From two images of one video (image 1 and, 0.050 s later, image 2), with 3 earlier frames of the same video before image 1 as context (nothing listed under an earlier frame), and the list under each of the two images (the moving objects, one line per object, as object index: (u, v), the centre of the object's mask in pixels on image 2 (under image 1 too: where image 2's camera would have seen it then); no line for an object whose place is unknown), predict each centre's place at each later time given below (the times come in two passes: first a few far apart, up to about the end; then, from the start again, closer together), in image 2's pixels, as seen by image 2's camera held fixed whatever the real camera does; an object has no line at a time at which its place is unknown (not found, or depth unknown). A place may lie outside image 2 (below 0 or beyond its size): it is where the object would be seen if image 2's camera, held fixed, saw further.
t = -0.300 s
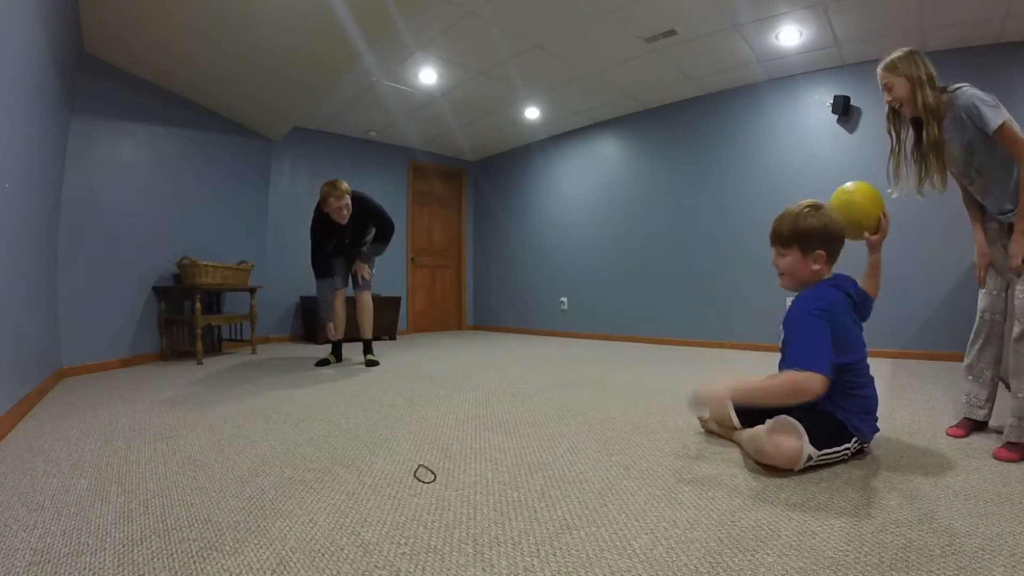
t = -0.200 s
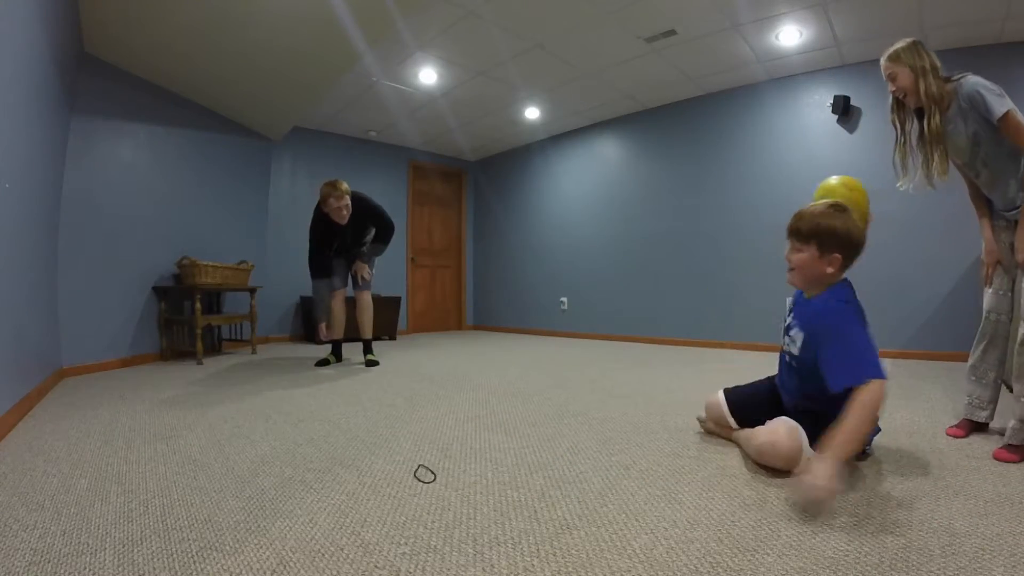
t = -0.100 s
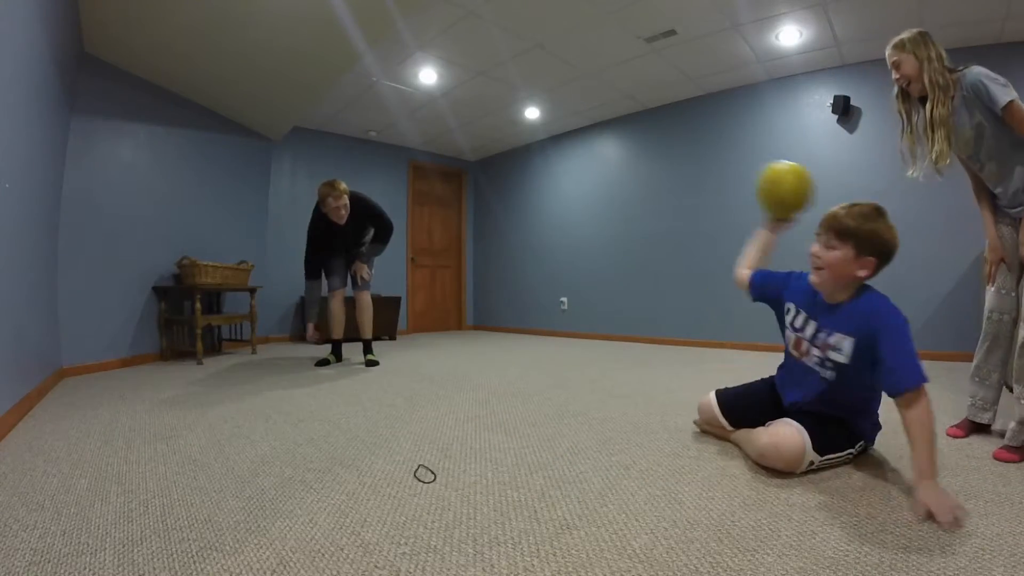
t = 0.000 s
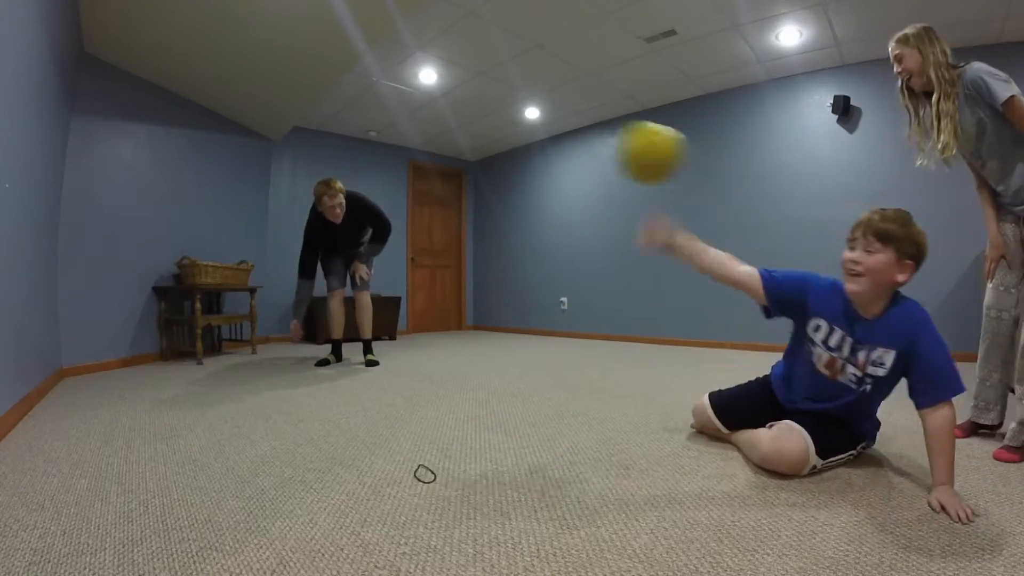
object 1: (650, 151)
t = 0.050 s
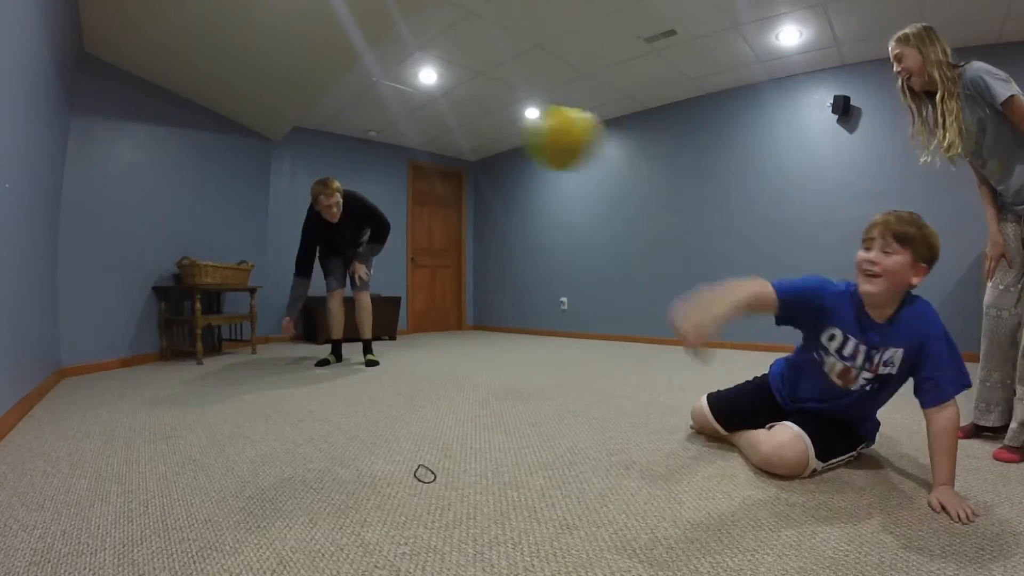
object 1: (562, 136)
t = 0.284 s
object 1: (134, 216)
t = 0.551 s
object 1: (130, 377)
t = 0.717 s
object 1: (225, 306)
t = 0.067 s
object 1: (530, 134)
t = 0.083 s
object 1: (499, 134)
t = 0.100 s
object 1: (468, 133)
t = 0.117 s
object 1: (436, 135)
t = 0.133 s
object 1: (402, 137)
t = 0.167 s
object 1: (339, 145)
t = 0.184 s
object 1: (307, 152)
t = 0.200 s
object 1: (275, 160)
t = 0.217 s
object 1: (246, 168)
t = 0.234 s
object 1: (215, 179)
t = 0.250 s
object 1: (188, 190)
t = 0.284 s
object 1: (134, 216)
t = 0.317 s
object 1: (87, 243)
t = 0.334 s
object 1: (66, 258)
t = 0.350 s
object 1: (46, 273)
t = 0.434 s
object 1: (30, 347)
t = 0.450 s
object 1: (46, 358)
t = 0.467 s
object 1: (63, 371)
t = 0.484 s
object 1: (80, 385)
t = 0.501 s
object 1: (96, 399)
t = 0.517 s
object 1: (110, 401)
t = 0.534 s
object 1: (120, 389)
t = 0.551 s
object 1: (130, 377)
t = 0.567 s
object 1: (140, 366)
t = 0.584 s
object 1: (151, 355)
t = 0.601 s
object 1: (160, 346)
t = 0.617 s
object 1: (170, 338)
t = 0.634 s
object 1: (180, 331)
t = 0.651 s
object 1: (189, 325)
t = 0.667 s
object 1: (198, 319)
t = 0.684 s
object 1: (208, 314)
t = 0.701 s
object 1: (217, 310)
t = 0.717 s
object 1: (225, 306)
